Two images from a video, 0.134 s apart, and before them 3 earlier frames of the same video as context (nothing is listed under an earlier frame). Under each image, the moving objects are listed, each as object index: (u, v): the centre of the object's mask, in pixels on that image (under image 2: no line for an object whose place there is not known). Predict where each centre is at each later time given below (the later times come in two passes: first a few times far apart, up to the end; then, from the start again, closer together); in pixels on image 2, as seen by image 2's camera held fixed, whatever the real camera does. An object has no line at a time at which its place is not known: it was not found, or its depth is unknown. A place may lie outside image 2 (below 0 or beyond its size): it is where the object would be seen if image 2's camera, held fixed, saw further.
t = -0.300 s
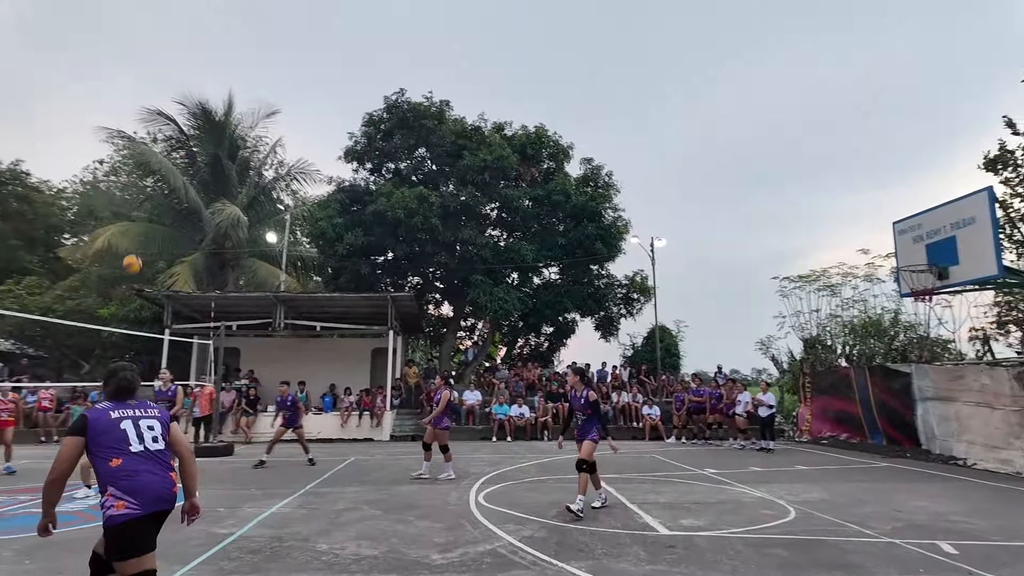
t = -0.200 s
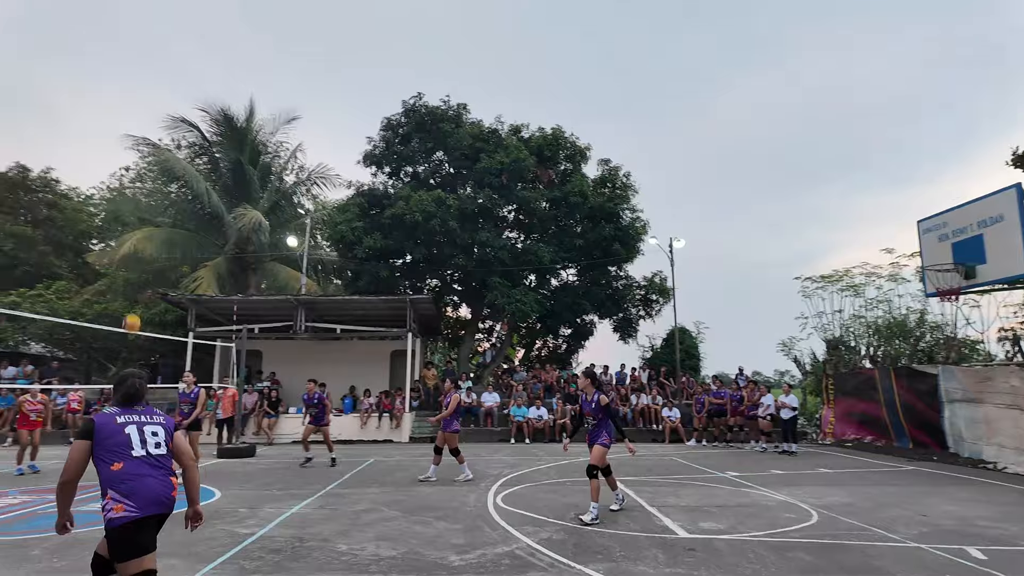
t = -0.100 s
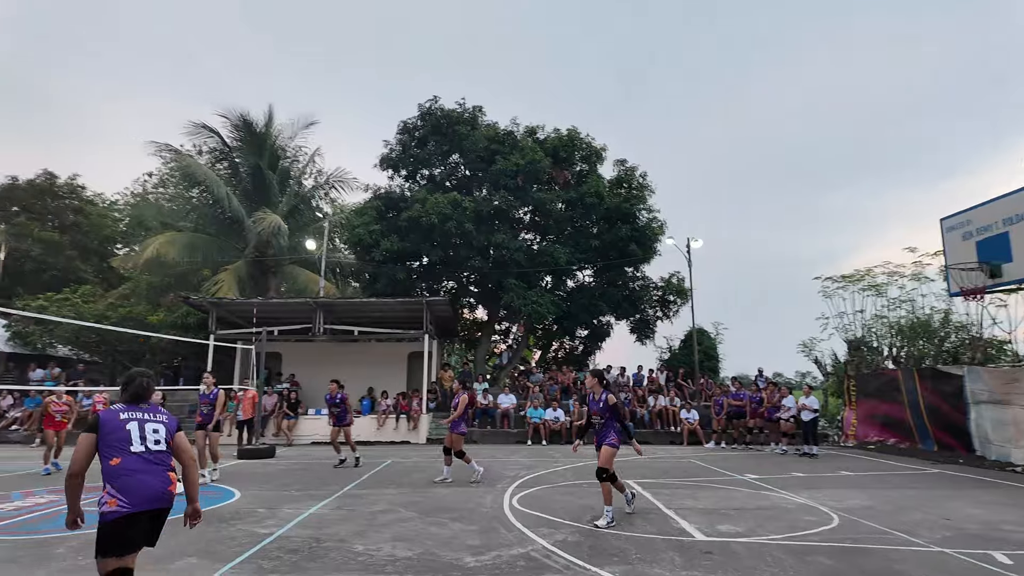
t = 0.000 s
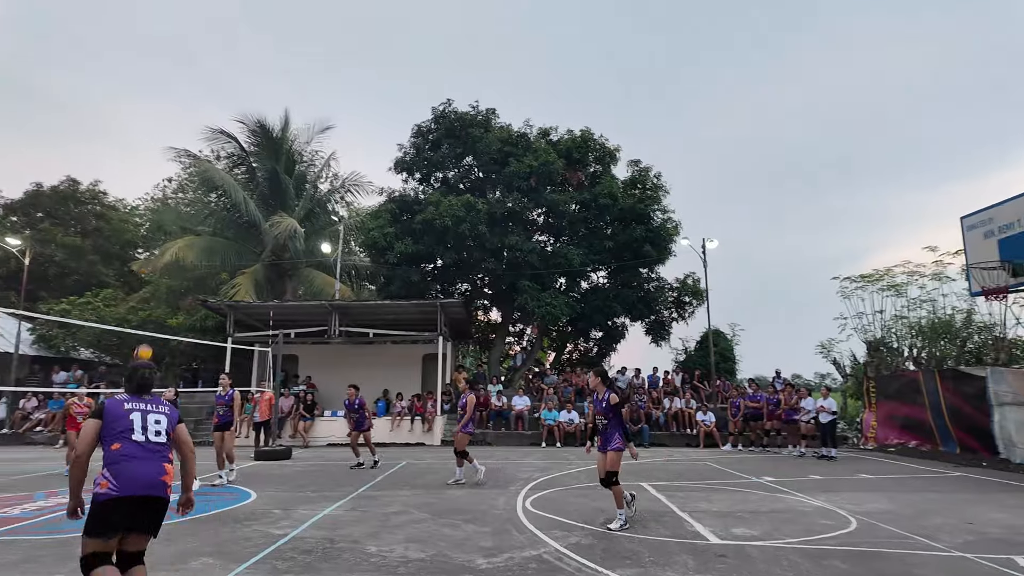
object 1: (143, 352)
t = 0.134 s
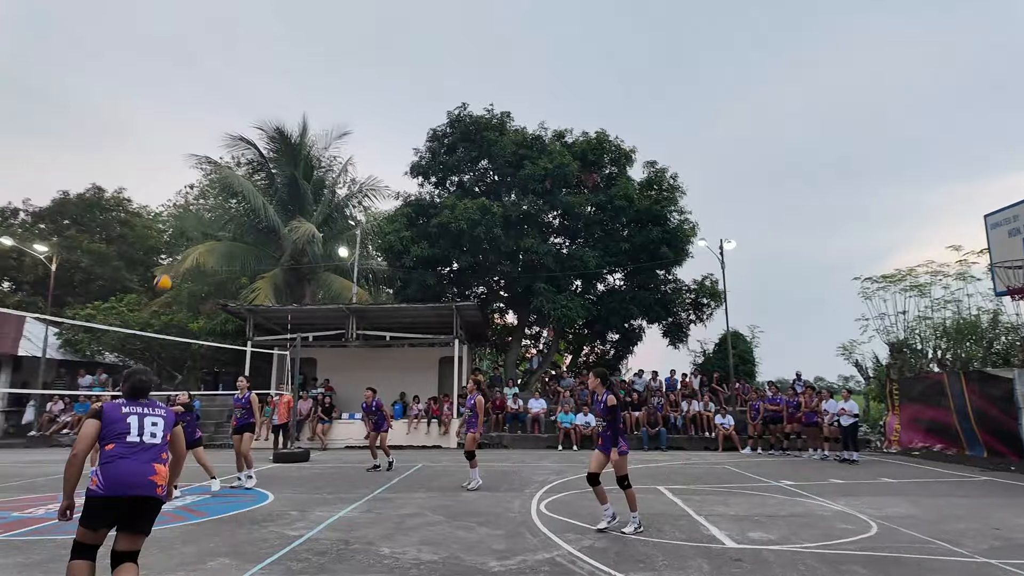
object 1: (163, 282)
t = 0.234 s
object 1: (160, 234)
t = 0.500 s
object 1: (154, 143)
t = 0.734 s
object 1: (144, 100)
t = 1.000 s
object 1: (126, 99)
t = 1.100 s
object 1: (115, 113)
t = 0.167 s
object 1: (161, 265)
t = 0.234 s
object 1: (160, 234)
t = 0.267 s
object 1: (157, 221)
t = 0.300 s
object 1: (159, 208)
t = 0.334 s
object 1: (158, 195)
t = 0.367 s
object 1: (158, 183)
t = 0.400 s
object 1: (158, 172)
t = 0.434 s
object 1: (157, 161)
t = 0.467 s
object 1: (155, 152)
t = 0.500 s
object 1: (154, 143)
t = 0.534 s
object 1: (154, 134)
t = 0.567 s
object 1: (154, 127)
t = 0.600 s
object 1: (154, 120)
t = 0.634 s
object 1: (150, 114)
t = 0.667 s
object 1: (148, 108)
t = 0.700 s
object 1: (146, 103)
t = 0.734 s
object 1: (144, 100)
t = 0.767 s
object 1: (143, 97)
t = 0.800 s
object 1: (141, 94)
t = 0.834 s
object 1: (139, 93)
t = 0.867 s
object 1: (136, 92)
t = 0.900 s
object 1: (133, 92)
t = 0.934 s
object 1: (131, 94)
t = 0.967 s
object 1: (129, 96)
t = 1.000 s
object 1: (126, 99)
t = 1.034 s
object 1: (122, 103)
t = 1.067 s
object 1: (119, 107)
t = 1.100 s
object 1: (115, 113)
